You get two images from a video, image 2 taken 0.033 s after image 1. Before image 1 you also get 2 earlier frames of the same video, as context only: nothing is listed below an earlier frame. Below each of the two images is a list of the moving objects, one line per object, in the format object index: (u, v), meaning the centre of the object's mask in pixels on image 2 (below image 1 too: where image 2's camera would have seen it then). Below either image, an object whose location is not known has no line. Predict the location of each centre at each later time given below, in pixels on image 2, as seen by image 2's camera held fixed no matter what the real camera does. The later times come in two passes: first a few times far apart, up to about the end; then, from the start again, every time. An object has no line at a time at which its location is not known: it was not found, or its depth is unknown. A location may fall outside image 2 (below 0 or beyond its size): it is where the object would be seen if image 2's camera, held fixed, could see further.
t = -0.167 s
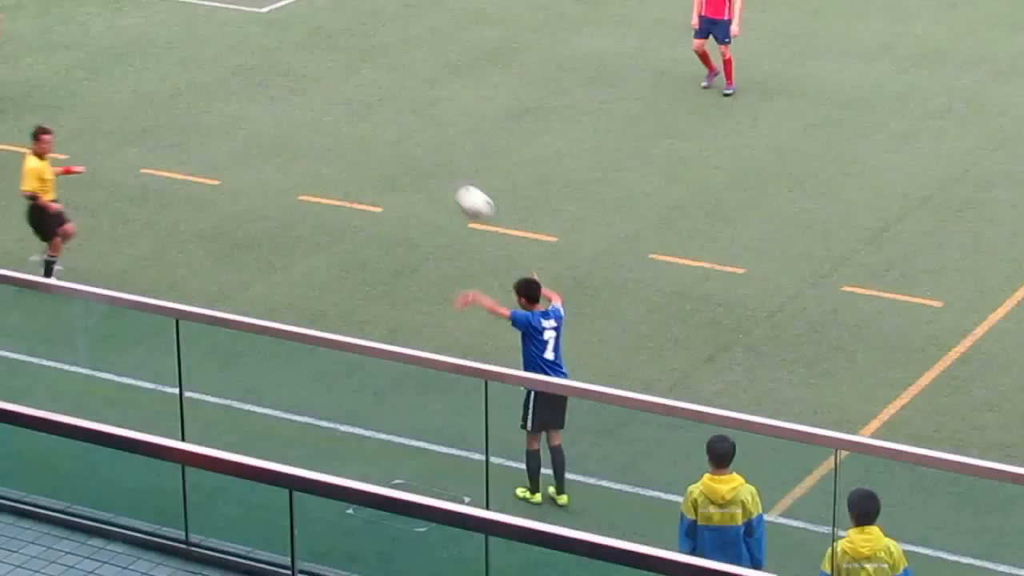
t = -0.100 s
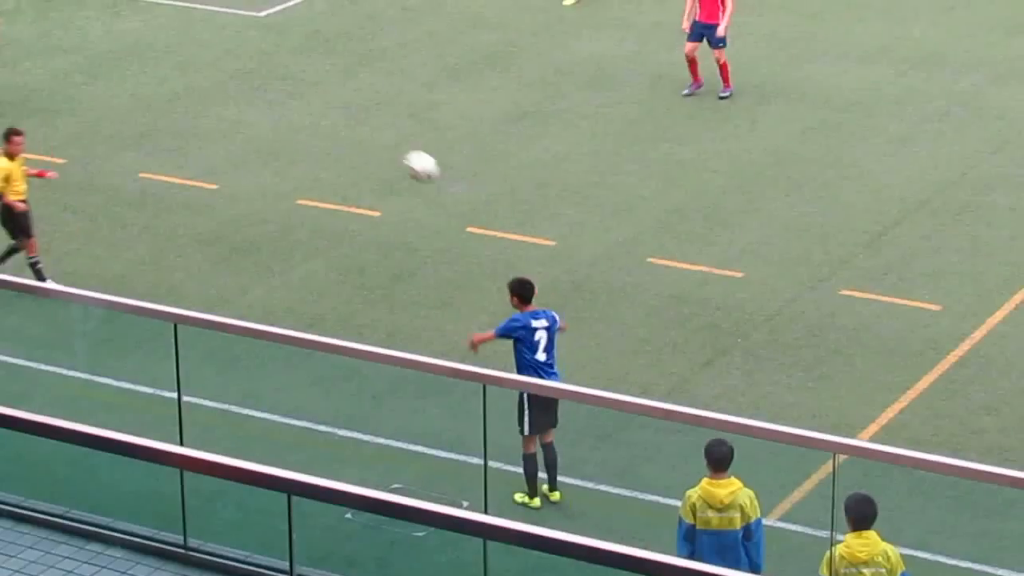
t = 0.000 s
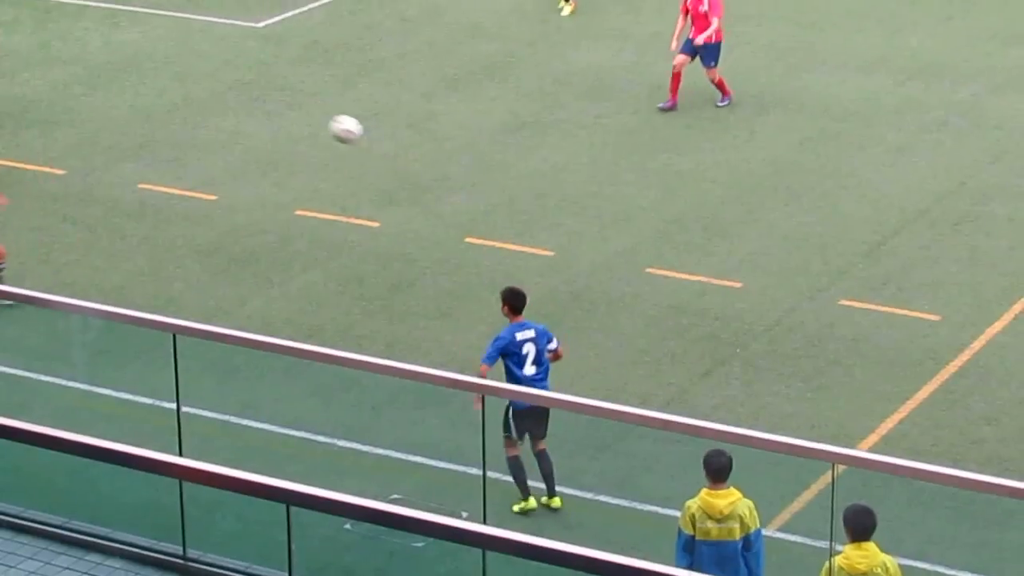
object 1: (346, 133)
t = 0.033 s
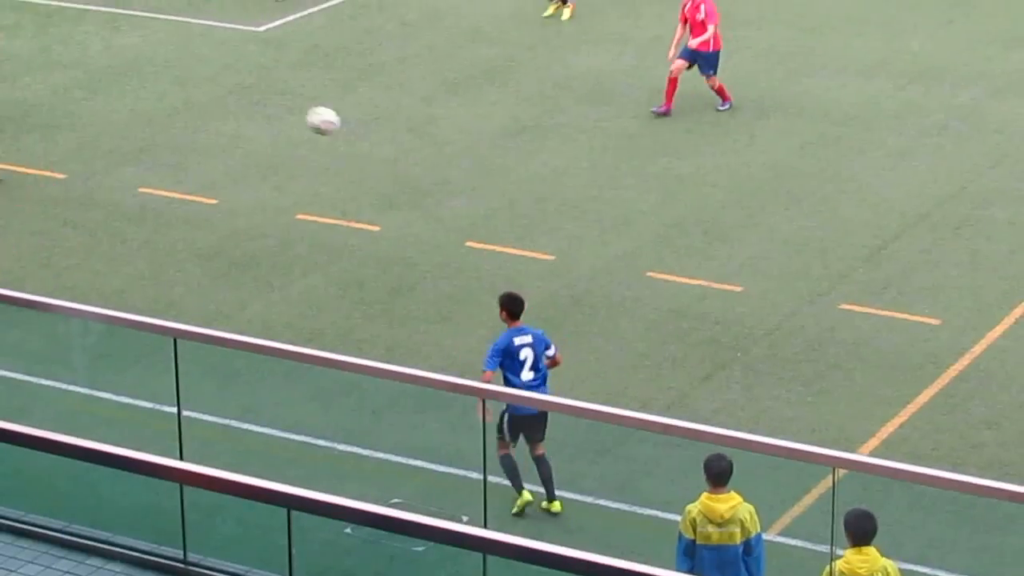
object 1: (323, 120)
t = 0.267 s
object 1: (176, 70)
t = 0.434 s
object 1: (83, 71)
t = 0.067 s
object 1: (300, 109)
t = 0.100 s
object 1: (277, 99)
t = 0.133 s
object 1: (255, 91)
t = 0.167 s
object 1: (235, 83)
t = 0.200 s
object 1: (215, 77)
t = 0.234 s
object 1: (195, 73)
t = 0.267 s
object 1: (176, 70)
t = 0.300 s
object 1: (156, 67)
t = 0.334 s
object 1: (137, 67)
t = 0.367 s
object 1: (119, 68)
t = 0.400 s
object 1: (101, 70)
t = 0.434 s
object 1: (83, 71)
